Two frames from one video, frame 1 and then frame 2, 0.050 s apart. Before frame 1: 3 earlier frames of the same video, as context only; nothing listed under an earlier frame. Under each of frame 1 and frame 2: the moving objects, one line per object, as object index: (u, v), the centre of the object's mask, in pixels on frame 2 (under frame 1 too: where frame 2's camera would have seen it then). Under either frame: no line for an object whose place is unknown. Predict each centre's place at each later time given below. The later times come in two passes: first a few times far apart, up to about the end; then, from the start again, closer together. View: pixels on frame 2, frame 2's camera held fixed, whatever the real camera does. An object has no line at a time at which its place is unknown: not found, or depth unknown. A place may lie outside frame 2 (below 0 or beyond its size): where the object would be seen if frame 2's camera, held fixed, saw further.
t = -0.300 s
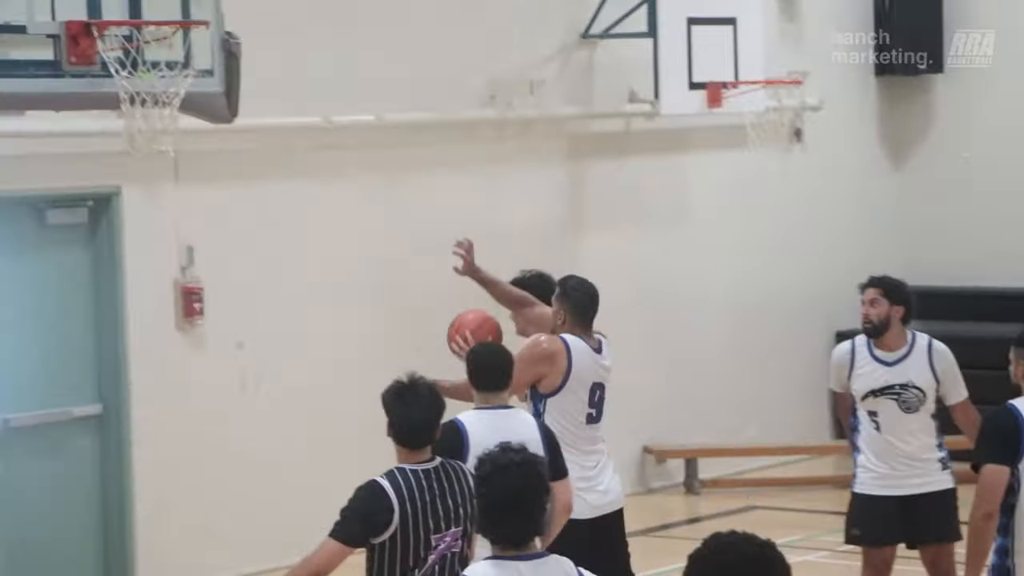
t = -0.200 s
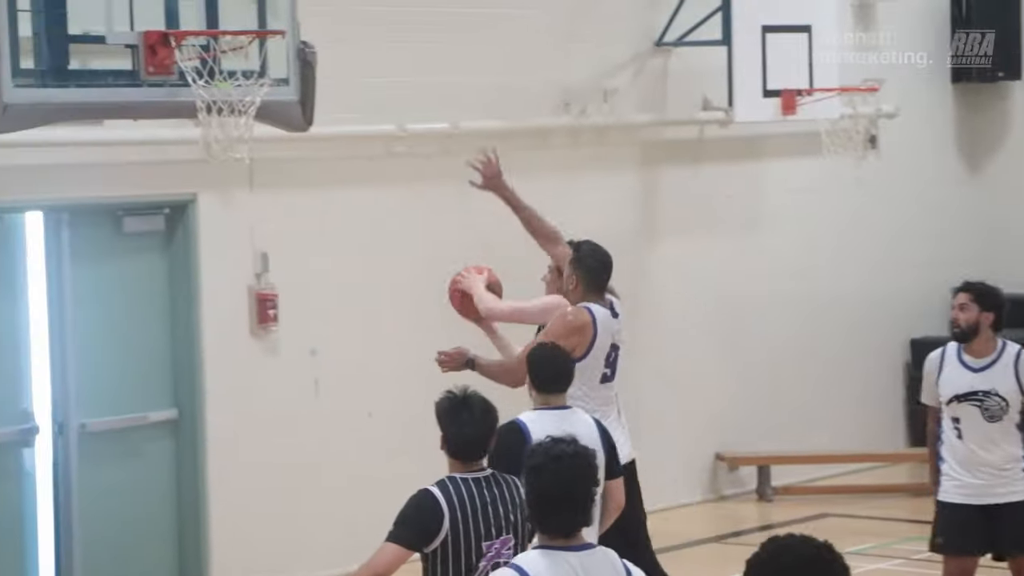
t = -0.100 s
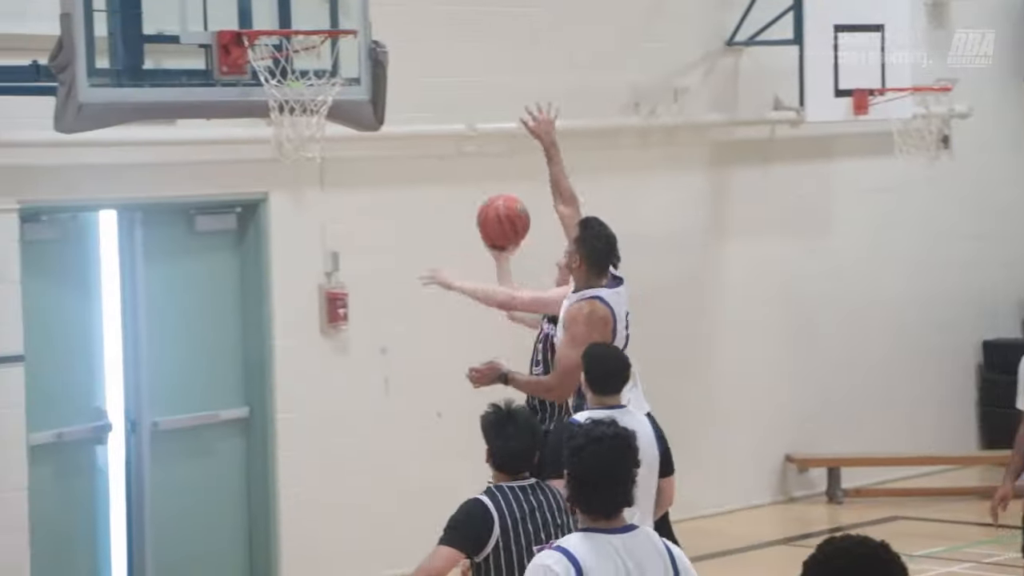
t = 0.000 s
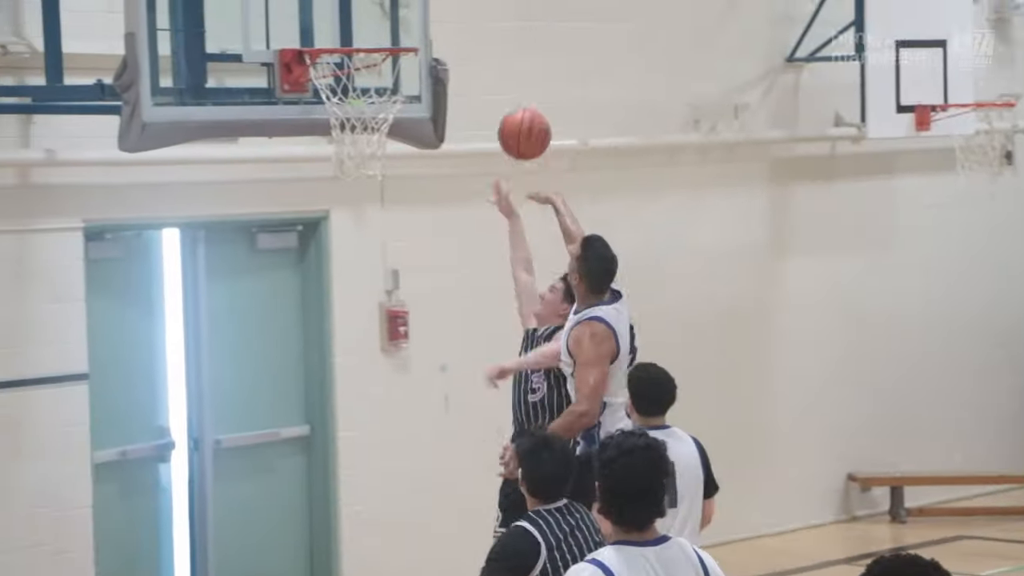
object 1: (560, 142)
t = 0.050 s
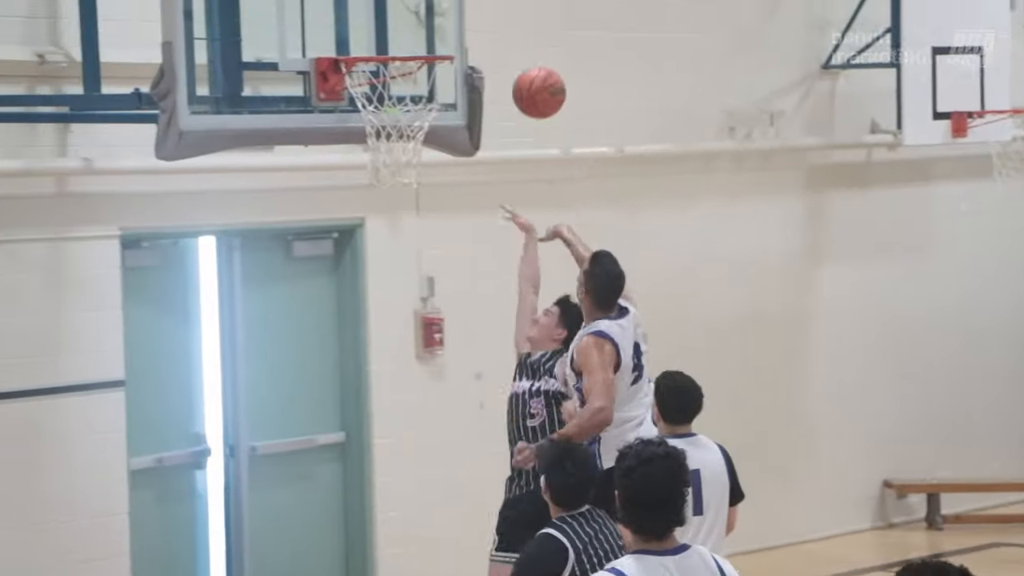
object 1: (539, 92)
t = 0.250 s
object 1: (454, -53)
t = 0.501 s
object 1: (409, -108)
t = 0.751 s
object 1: (403, 0)
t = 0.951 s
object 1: (402, 161)
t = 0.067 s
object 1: (532, 77)
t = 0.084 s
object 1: (524, 62)
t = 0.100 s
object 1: (517, 48)
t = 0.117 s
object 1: (510, 35)
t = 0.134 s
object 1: (503, 22)
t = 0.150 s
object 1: (496, 9)
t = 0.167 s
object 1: (488, -2)
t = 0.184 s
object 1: (481, -12)
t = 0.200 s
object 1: (474, -23)
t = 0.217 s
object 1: (468, -33)
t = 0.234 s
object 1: (461, -44)
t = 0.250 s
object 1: (454, -53)
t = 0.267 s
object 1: (447, -63)
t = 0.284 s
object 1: (441, -72)
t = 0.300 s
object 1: (434, -81)
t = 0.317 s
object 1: (427, -89)
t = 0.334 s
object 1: (421, -95)
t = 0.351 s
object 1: (415, -100)
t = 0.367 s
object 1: (414, -104)
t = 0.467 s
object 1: (410, -111)
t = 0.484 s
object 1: (410, -110)
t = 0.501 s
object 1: (409, -108)
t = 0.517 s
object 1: (409, -105)
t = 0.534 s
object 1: (408, -101)
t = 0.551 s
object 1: (407, -97)
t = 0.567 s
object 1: (407, -92)
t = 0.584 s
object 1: (406, -87)
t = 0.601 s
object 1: (406, -82)
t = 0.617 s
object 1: (406, -75)
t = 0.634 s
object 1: (405, -68)
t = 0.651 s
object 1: (405, -60)
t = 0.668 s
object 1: (405, -51)
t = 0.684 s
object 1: (404, -43)
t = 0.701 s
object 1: (404, -33)
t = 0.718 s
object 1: (404, -22)
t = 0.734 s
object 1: (404, -11)
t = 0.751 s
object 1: (403, 0)
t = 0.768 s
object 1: (404, 13)
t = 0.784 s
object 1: (403, 25)
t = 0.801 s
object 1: (403, 36)
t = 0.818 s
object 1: (404, 53)
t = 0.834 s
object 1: (403, 69)
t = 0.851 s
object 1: (402, 84)
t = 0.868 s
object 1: (402, 98)
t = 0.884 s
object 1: (403, 113)
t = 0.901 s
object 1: (403, 125)
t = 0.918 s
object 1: (402, 136)
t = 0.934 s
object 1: (403, 147)
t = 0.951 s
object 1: (402, 161)
